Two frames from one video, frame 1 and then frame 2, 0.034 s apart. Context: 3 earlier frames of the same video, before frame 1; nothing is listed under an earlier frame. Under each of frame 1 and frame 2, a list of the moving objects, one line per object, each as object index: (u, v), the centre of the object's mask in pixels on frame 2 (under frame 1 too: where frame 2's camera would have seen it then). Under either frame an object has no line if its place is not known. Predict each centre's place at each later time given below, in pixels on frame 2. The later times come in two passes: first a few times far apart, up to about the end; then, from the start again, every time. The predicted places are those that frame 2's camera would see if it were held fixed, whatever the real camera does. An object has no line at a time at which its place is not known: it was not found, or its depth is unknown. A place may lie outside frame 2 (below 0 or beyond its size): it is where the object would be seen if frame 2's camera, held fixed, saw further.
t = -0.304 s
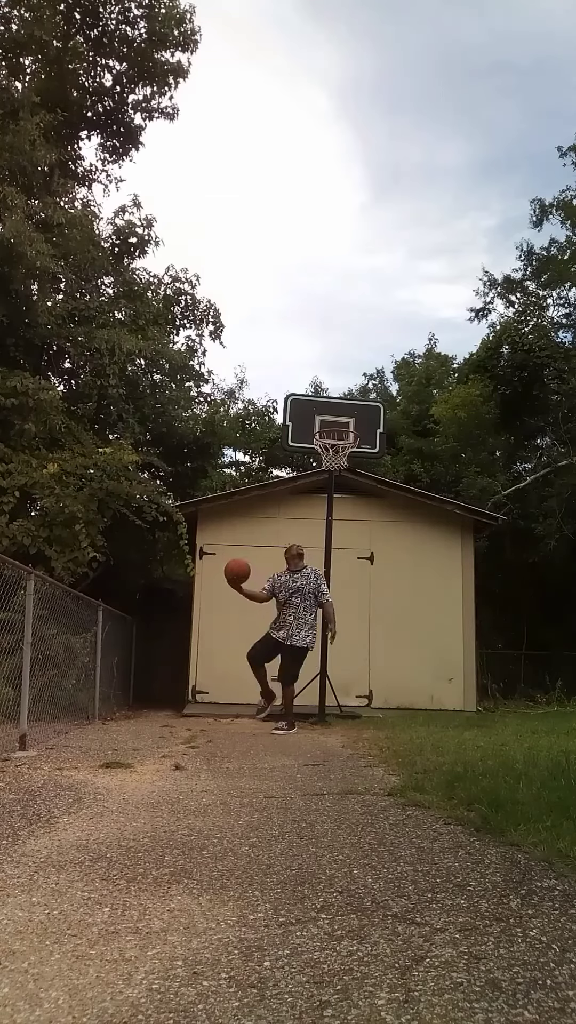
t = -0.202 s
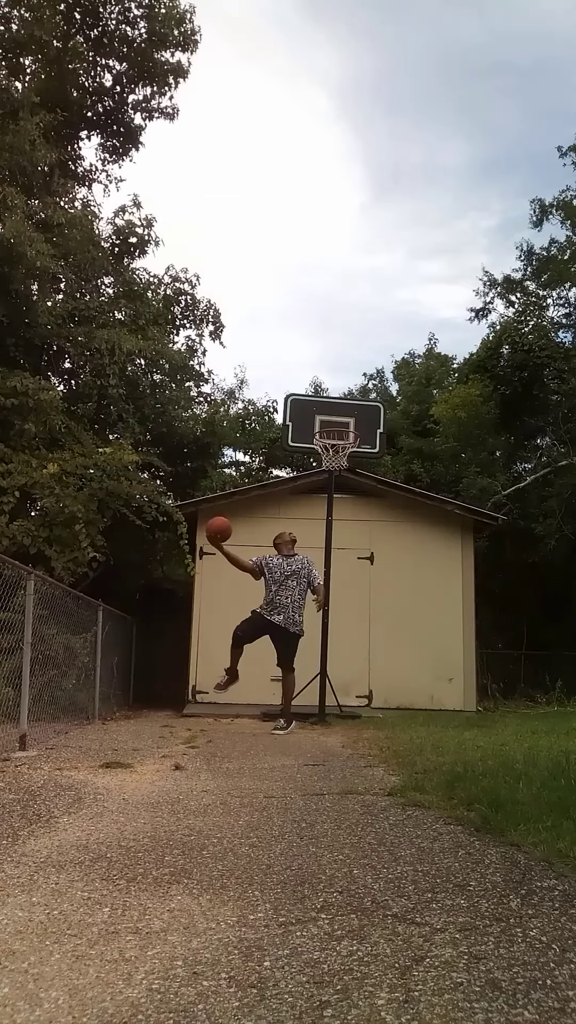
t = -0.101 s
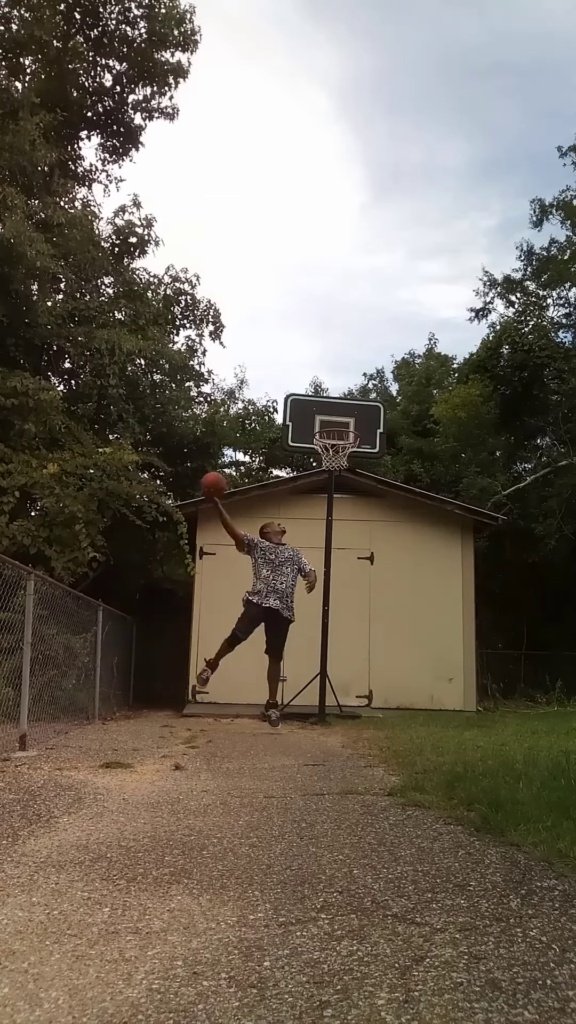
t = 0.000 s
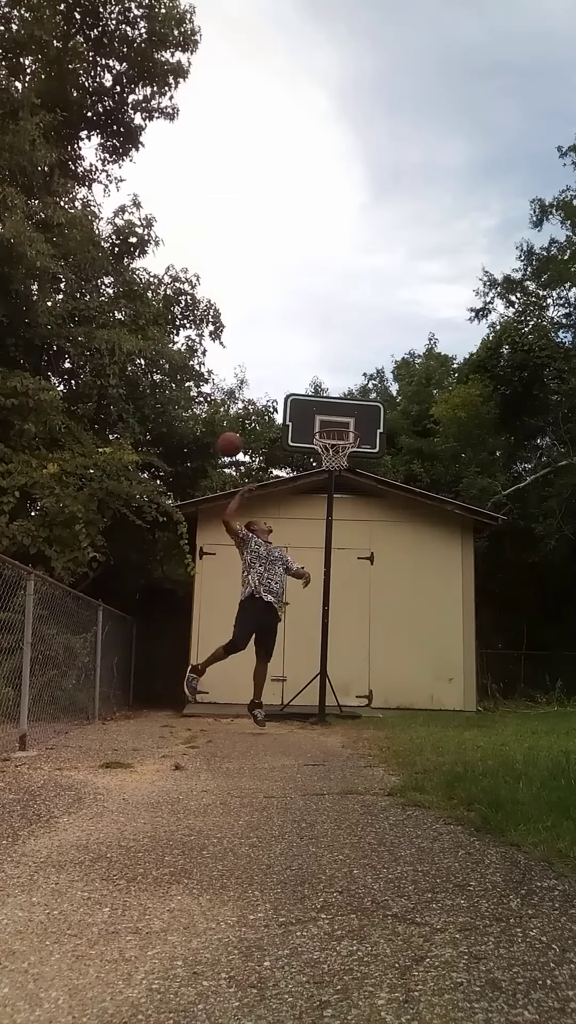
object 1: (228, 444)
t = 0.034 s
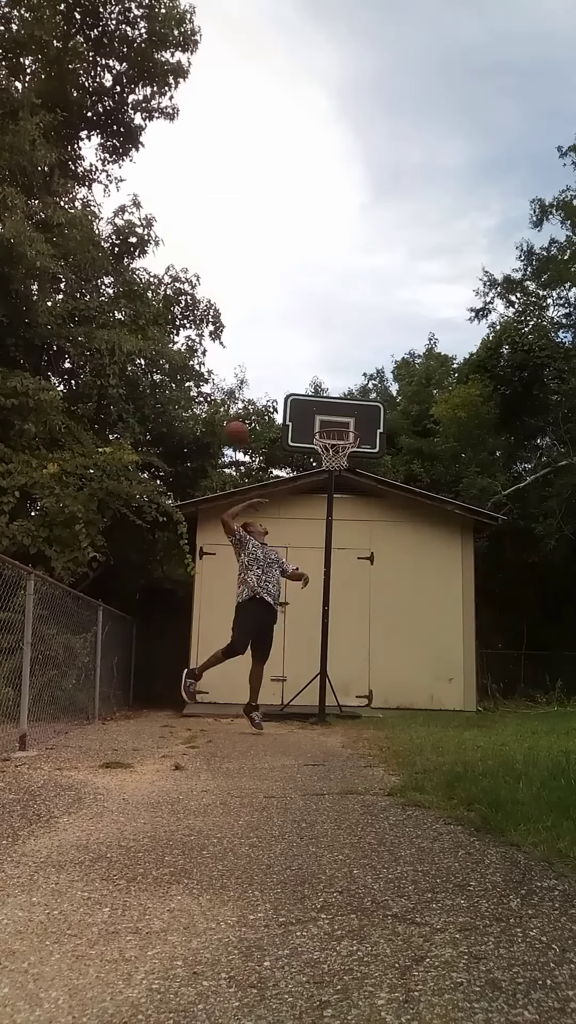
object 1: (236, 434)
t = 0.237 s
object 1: (272, 397)
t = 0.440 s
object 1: (304, 398)
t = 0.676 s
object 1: (326, 424)
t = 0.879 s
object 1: (349, 445)
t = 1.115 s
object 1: (339, 475)
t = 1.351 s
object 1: (325, 554)
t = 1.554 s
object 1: (313, 668)
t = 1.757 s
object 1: (297, 660)
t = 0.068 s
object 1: (242, 424)
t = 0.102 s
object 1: (248, 417)
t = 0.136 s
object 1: (254, 409)
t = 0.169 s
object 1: (261, 404)
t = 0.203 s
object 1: (267, 400)
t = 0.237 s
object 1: (272, 397)
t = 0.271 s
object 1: (277, 394)
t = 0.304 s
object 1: (283, 392)
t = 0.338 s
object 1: (288, 392)
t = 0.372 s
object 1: (293, 392)
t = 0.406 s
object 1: (299, 393)
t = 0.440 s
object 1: (304, 398)
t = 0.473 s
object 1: (307, 399)
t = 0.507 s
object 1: (310, 402)
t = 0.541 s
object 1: (313, 406)
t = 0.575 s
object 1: (316, 410)
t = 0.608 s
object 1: (321, 415)
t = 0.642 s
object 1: (323, 419)
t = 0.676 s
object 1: (326, 424)
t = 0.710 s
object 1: (331, 430)
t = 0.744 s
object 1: (334, 434)
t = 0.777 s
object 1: (337, 435)
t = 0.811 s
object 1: (340, 437)
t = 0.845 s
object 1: (347, 441)
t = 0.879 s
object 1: (349, 445)
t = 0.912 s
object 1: (350, 445)
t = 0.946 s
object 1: (347, 448)
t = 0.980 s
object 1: (346, 449)
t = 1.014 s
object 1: (346, 463)
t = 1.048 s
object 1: (343, 465)
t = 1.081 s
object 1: (341, 468)
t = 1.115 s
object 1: (339, 475)
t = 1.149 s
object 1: (337, 483)
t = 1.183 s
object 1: (335, 492)
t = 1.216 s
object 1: (333, 502)
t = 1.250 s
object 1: (331, 513)
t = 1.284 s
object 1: (329, 526)
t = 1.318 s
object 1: (327, 539)
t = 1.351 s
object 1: (325, 554)
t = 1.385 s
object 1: (323, 570)
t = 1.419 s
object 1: (321, 587)
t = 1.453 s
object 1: (319, 605)
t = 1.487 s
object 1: (317, 624)
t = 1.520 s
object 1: (315, 645)
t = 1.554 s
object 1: (313, 668)
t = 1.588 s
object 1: (311, 691)
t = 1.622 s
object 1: (309, 717)
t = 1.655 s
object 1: (306, 708)
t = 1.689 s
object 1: (303, 690)
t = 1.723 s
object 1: (300, 674)
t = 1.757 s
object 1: (297, 660)
